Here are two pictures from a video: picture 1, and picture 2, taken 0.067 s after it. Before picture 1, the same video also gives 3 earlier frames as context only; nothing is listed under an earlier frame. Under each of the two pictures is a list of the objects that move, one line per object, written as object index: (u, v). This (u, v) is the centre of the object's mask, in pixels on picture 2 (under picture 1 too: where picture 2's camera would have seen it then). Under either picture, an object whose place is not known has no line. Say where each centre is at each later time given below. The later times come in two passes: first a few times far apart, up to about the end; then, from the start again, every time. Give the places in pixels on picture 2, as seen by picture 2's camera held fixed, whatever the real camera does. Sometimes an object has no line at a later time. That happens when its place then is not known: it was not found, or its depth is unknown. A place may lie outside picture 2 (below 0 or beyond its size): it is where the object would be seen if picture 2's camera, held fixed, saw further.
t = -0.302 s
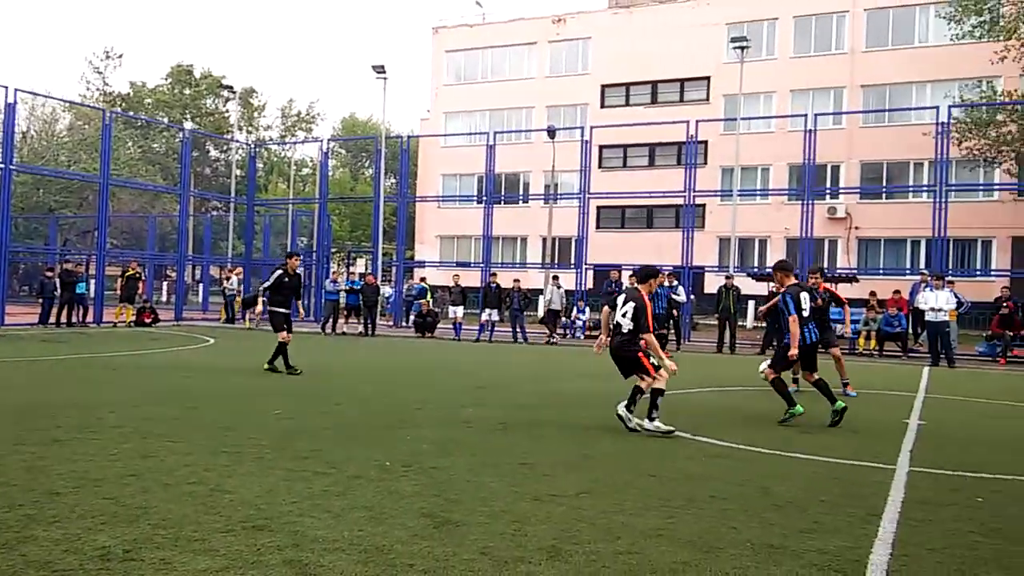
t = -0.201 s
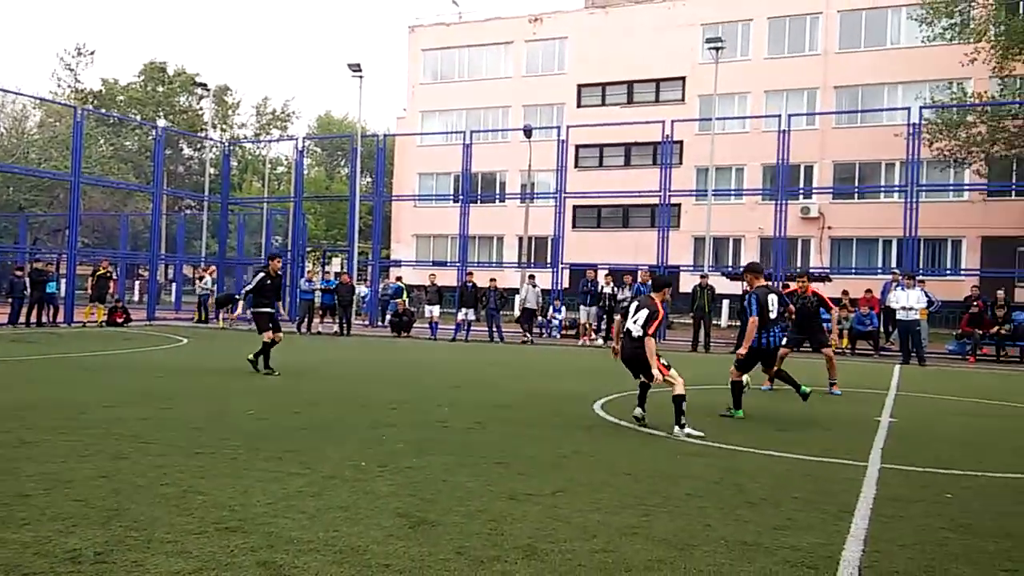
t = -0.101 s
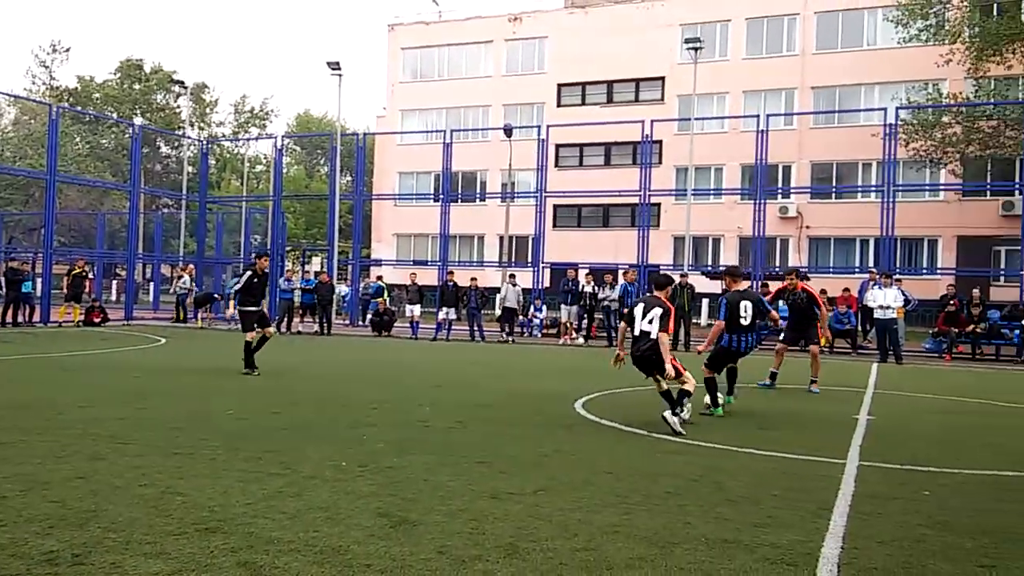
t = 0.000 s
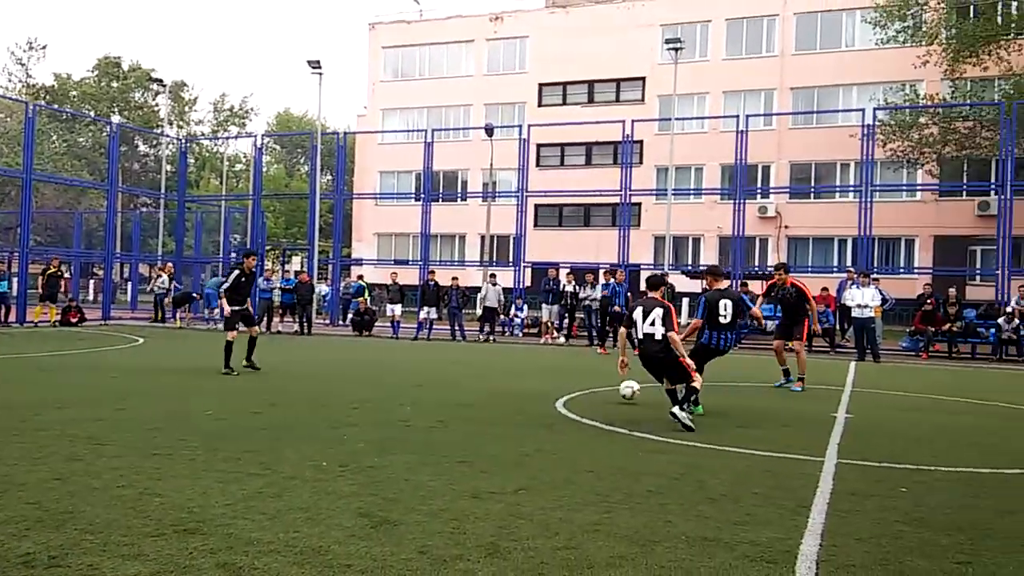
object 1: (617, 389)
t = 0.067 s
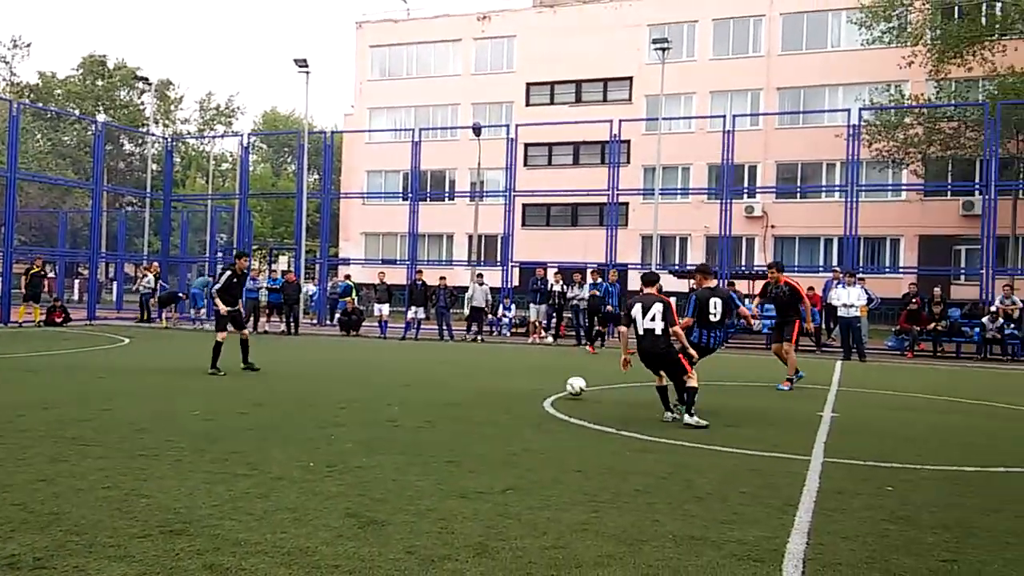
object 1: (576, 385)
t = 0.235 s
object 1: (490, 379)
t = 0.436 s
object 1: (415, 373)
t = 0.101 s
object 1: (556, 386)
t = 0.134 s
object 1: (537, 386)
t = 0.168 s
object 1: (522, 383)
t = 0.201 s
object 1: (506, 380)
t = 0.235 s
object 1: (490, 379)
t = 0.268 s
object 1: (476, 378)
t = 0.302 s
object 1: (461, 379)
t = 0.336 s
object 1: (449, 378)
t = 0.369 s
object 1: (438, 374)
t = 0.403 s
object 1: (426, 373)
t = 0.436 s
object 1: (415, 373)
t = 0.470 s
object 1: (405, 373)
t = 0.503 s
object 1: (393, 374)
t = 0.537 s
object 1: (384, 373)
